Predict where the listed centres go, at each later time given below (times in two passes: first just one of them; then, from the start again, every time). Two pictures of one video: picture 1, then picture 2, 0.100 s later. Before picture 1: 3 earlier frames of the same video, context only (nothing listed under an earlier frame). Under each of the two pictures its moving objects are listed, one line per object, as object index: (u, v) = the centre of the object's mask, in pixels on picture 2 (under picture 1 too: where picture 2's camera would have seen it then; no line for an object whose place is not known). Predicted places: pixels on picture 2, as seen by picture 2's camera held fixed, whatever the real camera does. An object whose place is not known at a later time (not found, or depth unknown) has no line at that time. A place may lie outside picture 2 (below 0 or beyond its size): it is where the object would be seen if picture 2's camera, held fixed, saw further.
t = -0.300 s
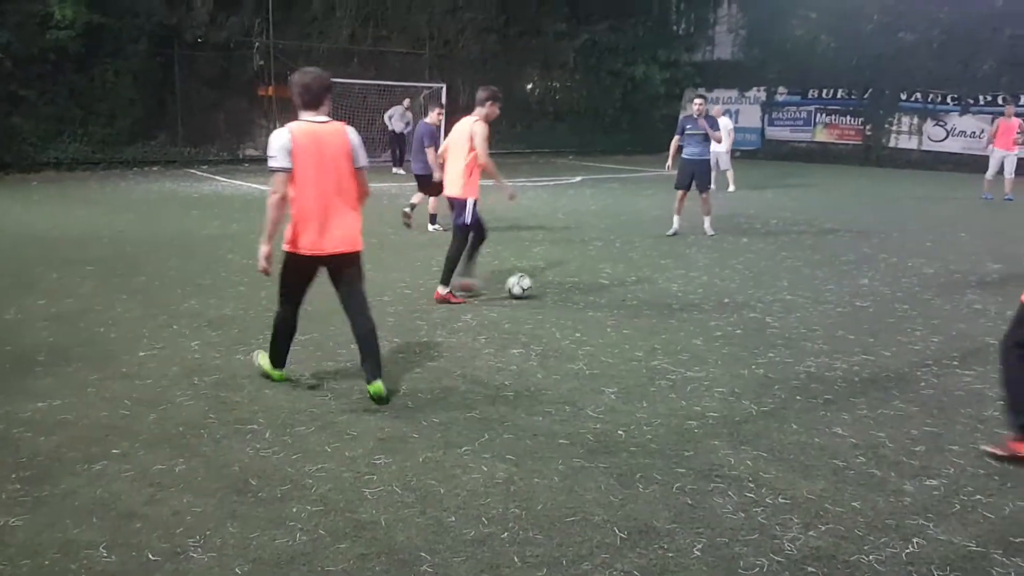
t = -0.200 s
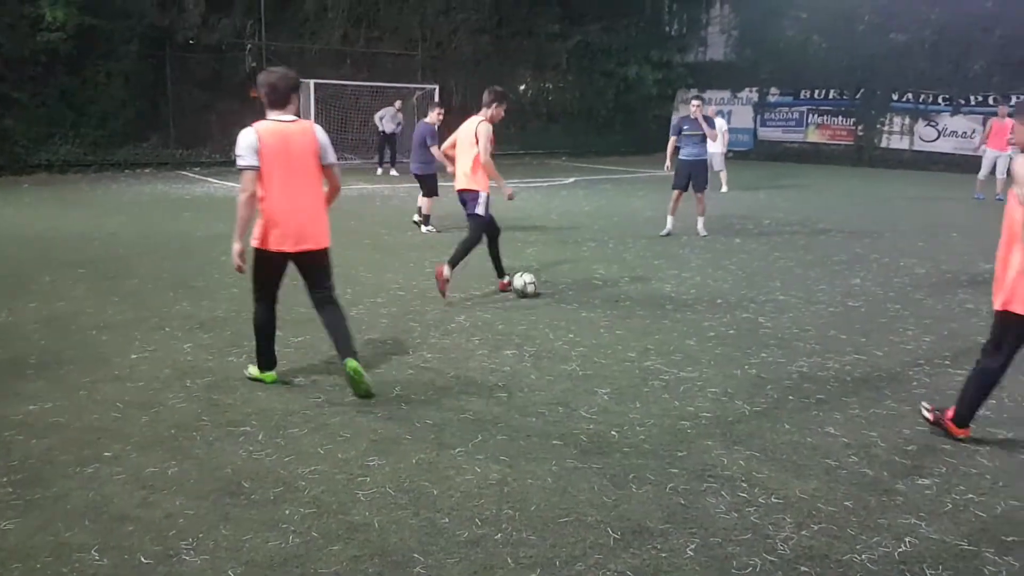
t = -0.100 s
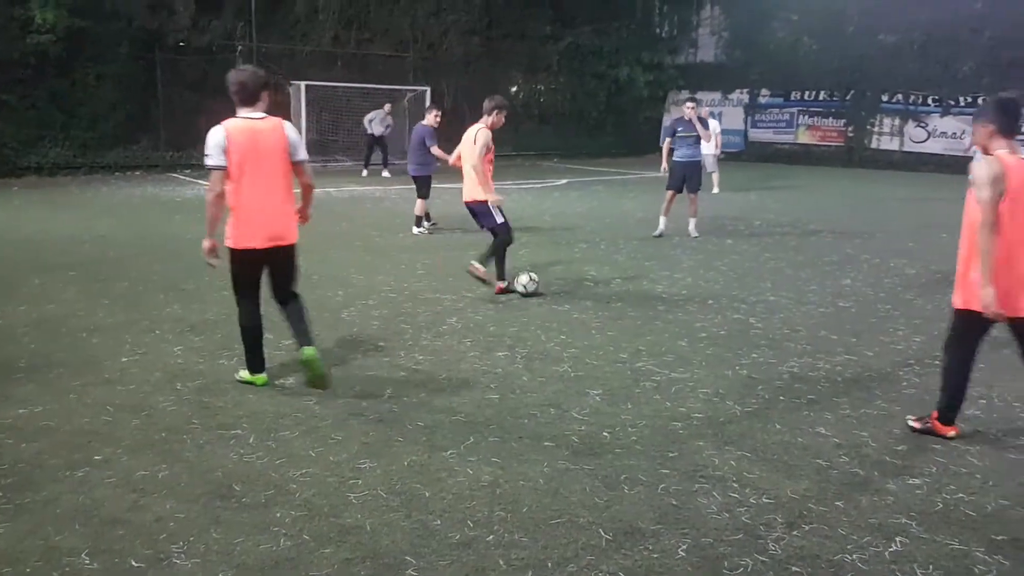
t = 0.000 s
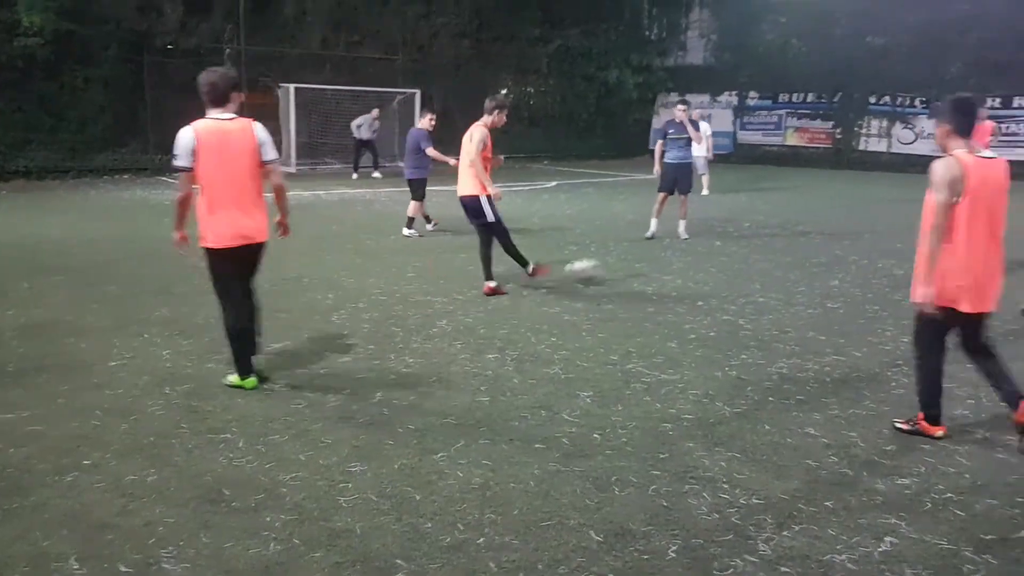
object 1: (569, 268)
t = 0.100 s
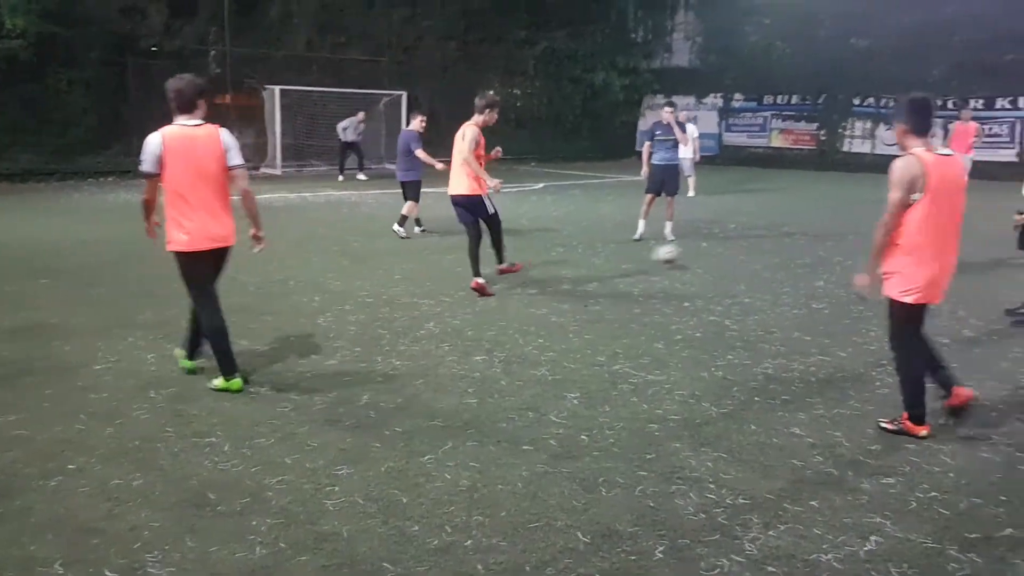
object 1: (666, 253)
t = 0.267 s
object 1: (773, 231)
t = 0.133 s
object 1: (692, 248)
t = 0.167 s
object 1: (716, 248)
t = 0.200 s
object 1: (738, 242)
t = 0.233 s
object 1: (757, 236)
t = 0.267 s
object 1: (773, 231)
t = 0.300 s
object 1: (789, 227)
